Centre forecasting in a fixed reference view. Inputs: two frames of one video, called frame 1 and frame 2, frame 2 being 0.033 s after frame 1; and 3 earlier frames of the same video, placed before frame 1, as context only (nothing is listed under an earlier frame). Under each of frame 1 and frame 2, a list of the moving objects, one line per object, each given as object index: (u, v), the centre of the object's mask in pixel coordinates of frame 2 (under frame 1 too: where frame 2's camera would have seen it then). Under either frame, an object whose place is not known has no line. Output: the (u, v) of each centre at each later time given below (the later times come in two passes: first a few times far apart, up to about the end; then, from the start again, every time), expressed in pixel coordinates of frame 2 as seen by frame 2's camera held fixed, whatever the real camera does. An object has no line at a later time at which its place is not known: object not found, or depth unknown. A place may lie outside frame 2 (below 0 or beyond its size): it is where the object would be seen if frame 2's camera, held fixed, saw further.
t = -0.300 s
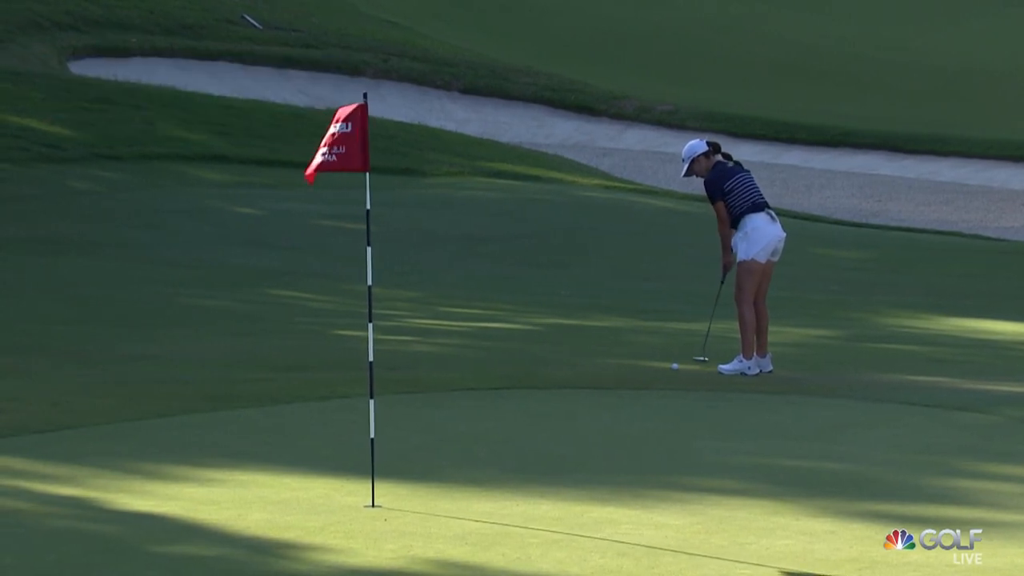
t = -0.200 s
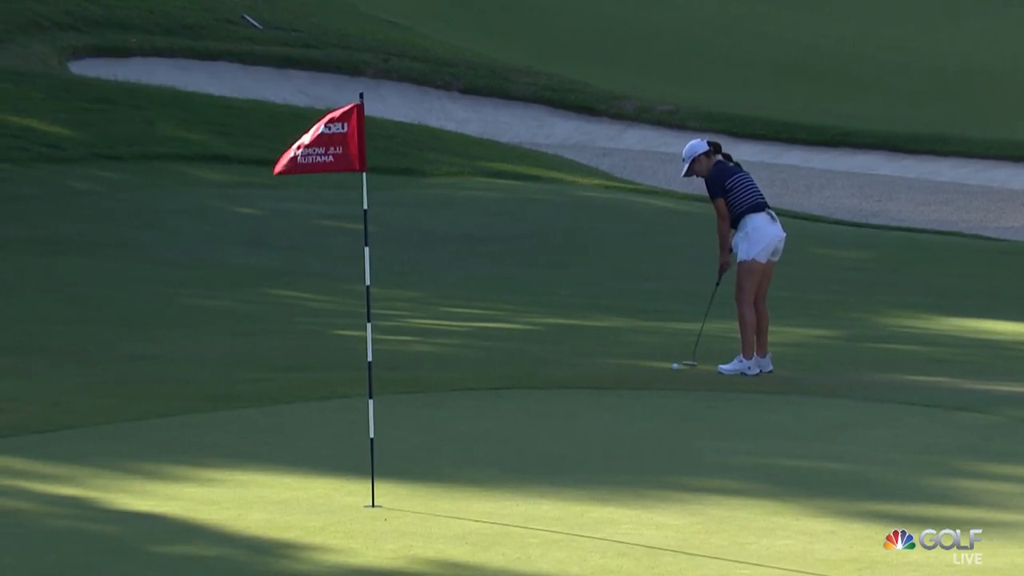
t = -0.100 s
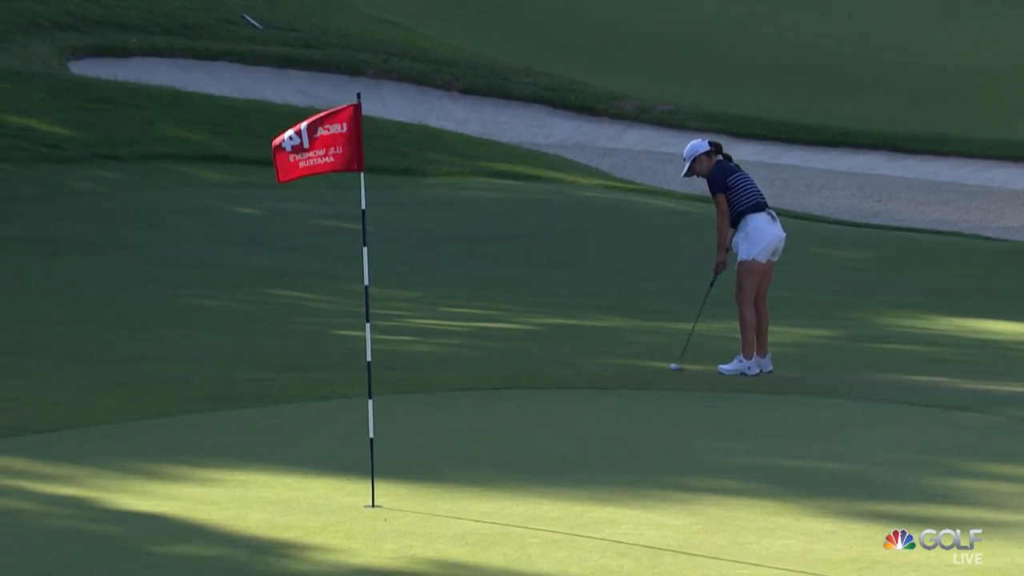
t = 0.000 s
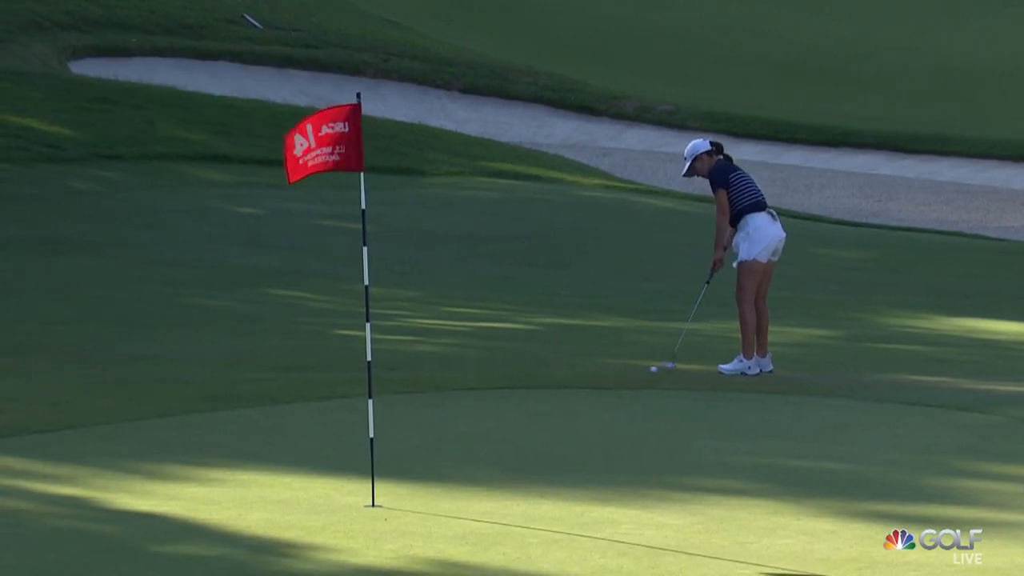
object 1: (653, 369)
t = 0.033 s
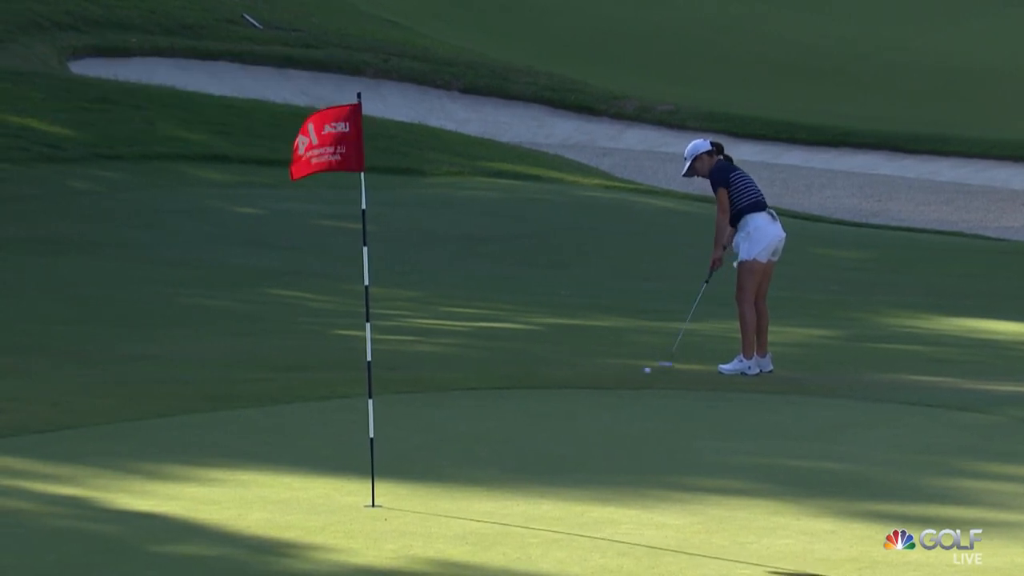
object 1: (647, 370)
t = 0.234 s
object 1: (615, 381)
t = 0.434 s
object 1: (591, 390)
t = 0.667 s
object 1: (566, 399)
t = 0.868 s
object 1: (545, 405)
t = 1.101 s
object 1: (524, 413)
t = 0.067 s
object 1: (641, 371)
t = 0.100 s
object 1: (636, 373)
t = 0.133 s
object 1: (630, 374)
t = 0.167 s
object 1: (625, 377)
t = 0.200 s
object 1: (620, 378)
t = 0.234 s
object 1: (615, 381)
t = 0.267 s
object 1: (611, 383)
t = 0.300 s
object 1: (606, 385)
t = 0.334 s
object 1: (602, 387)
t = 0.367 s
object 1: (599, 388)
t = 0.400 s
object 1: (595, 389)
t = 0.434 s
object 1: (591, 390)
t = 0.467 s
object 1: (587, 392)
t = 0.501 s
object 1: (584, 393)
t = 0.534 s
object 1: (580, 395)
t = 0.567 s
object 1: (576, 396)
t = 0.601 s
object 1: (573, 397)
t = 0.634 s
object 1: (569, 398)
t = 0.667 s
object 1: (566, 399)
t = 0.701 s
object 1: (562, 400)
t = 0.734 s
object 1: (559, 401)
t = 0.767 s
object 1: (555, 402)
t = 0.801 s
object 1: (552, 403)
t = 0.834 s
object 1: (549, 404)
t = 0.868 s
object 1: (545, 405)
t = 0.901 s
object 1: (542, 406)
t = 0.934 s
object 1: (539, 407)
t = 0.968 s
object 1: (536, 409)
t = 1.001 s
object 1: (532, 410)
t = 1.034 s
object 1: (530, 410)
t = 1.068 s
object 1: (527, 412)
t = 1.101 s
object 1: (524, 413)
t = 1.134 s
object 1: (521, 414)
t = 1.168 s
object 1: (518, 415)
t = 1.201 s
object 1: (515, 416)
